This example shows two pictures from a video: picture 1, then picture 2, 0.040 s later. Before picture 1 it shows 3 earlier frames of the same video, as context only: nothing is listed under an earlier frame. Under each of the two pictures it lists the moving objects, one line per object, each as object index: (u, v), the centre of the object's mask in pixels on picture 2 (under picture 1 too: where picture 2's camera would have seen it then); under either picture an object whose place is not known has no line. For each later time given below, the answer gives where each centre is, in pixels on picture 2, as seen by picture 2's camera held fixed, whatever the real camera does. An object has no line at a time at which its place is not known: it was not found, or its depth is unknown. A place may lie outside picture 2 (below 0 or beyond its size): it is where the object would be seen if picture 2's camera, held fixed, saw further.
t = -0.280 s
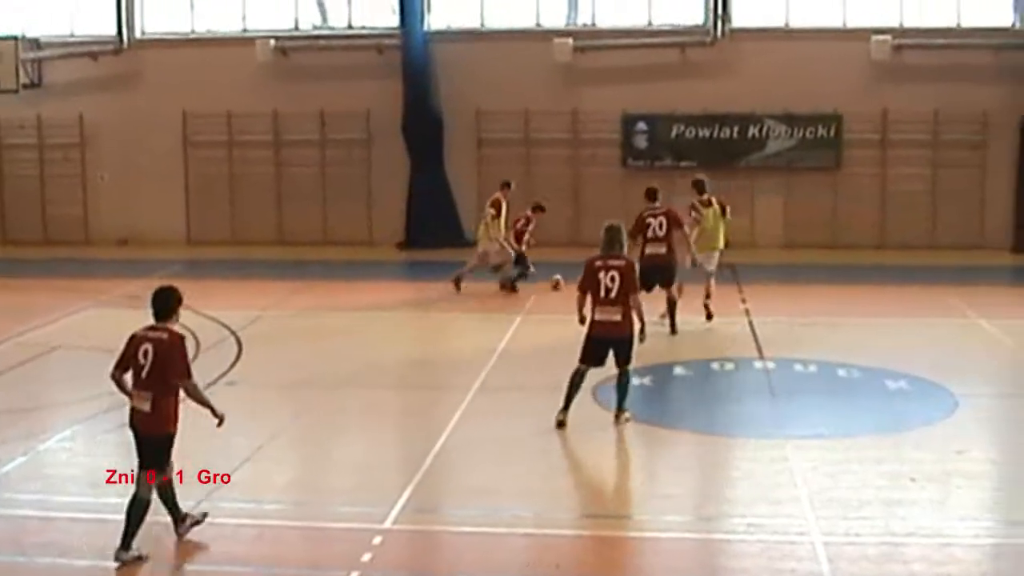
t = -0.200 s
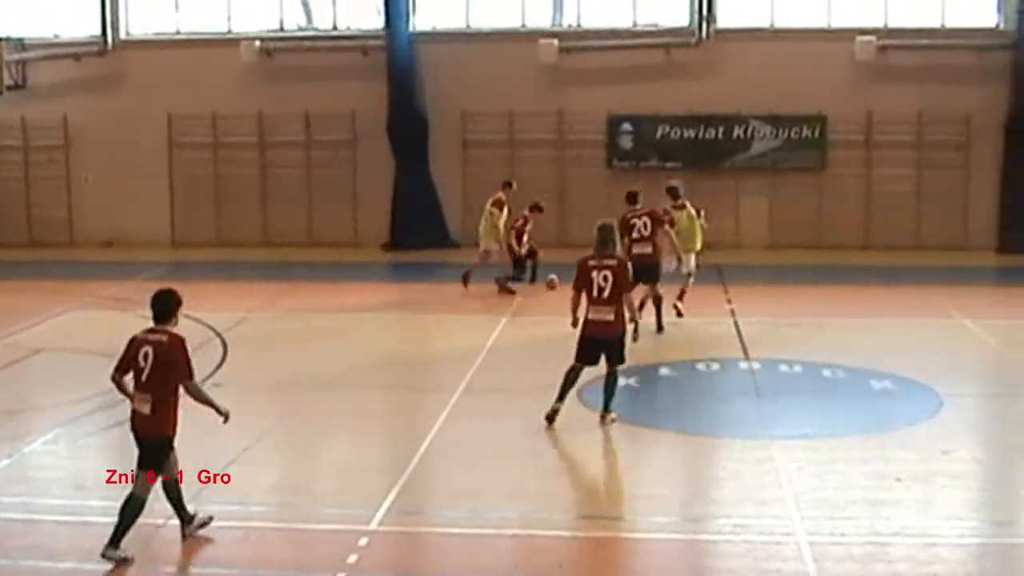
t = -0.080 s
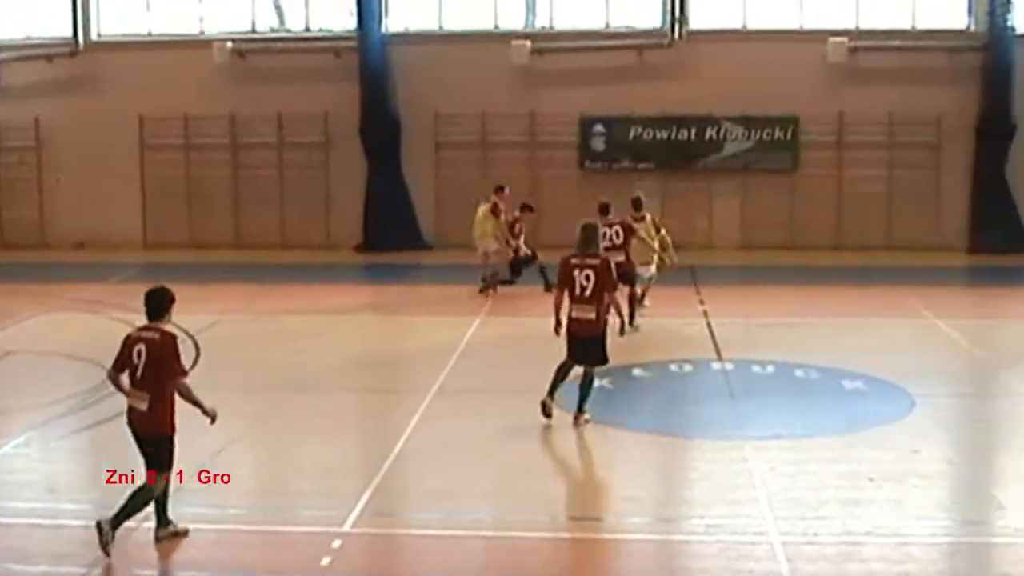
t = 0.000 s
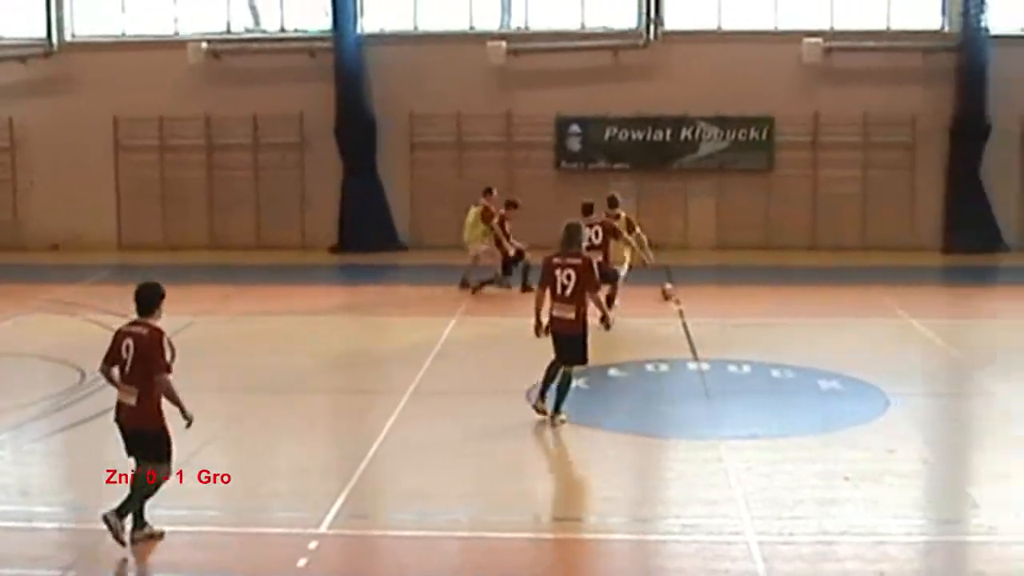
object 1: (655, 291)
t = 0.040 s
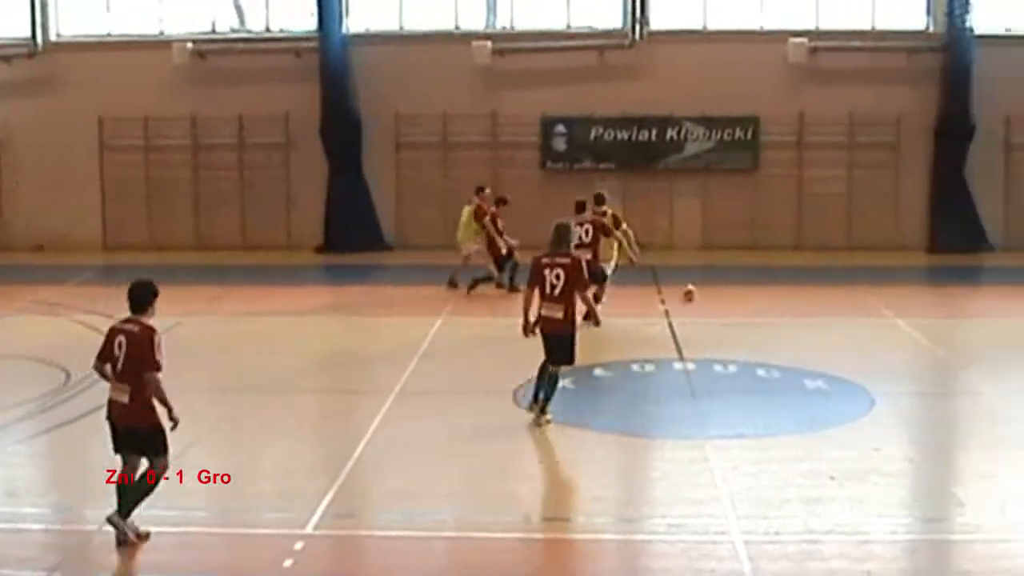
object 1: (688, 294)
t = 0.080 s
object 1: (723, 296)
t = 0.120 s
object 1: (756, 298)
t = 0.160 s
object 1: (790, 300)
